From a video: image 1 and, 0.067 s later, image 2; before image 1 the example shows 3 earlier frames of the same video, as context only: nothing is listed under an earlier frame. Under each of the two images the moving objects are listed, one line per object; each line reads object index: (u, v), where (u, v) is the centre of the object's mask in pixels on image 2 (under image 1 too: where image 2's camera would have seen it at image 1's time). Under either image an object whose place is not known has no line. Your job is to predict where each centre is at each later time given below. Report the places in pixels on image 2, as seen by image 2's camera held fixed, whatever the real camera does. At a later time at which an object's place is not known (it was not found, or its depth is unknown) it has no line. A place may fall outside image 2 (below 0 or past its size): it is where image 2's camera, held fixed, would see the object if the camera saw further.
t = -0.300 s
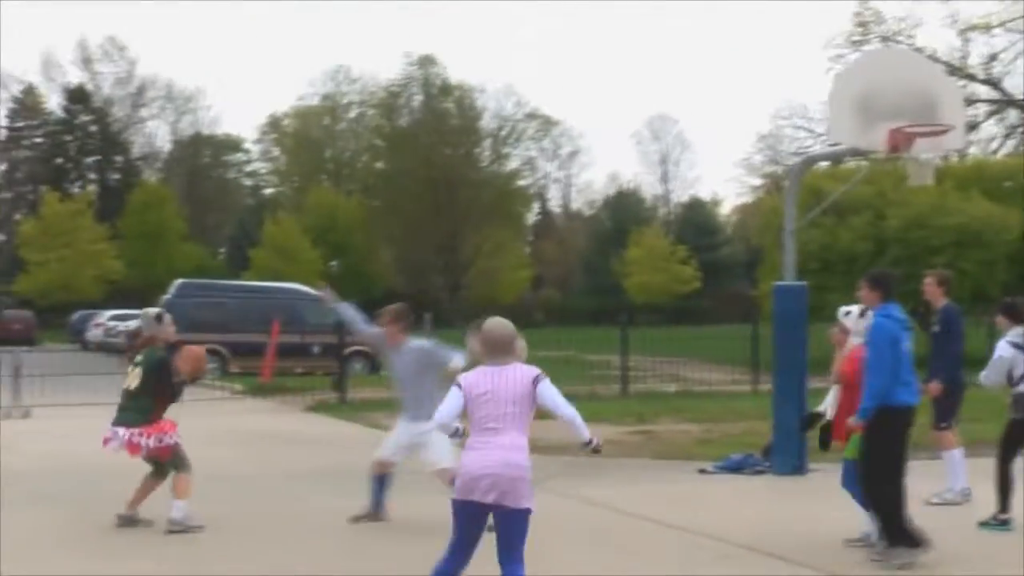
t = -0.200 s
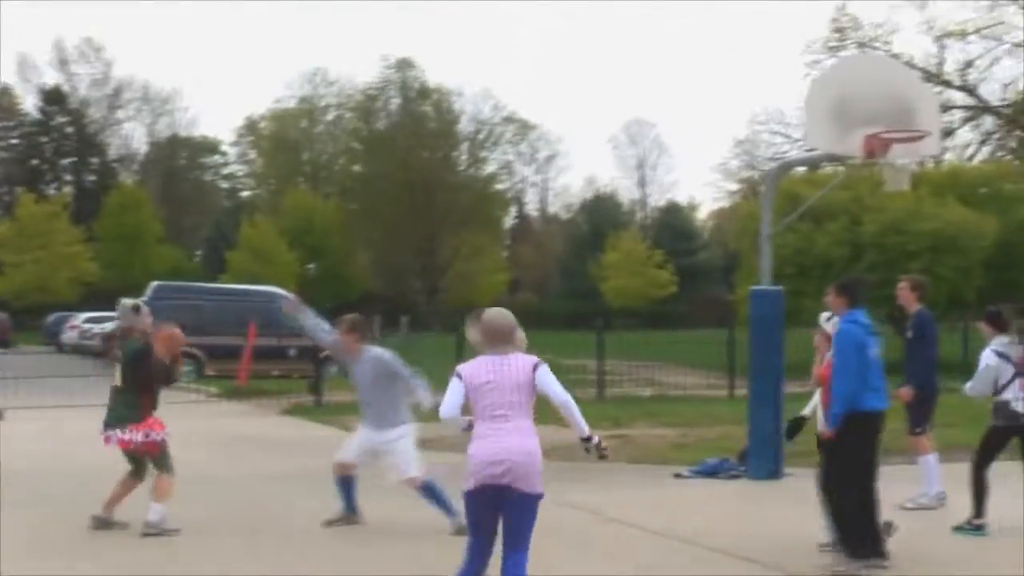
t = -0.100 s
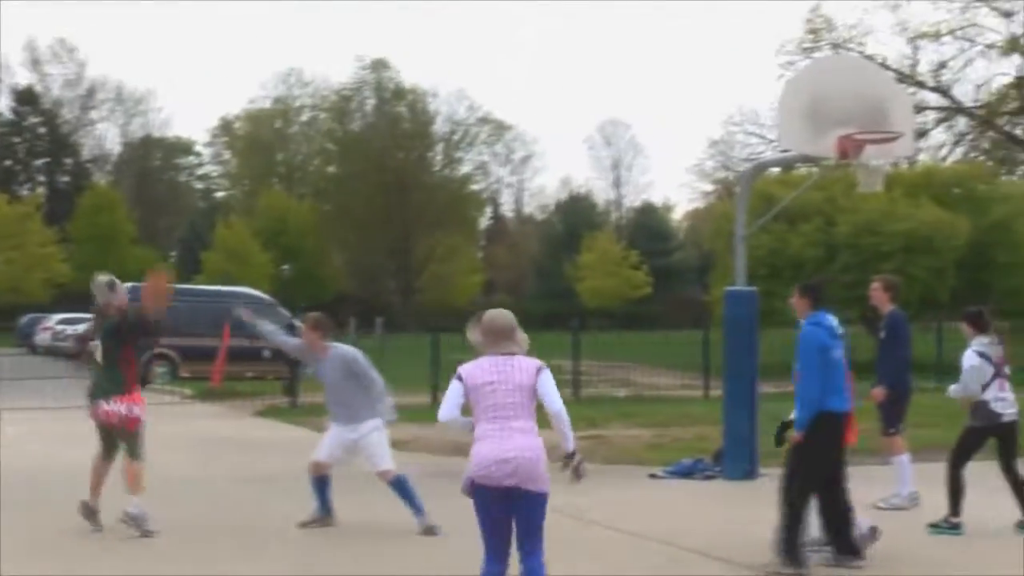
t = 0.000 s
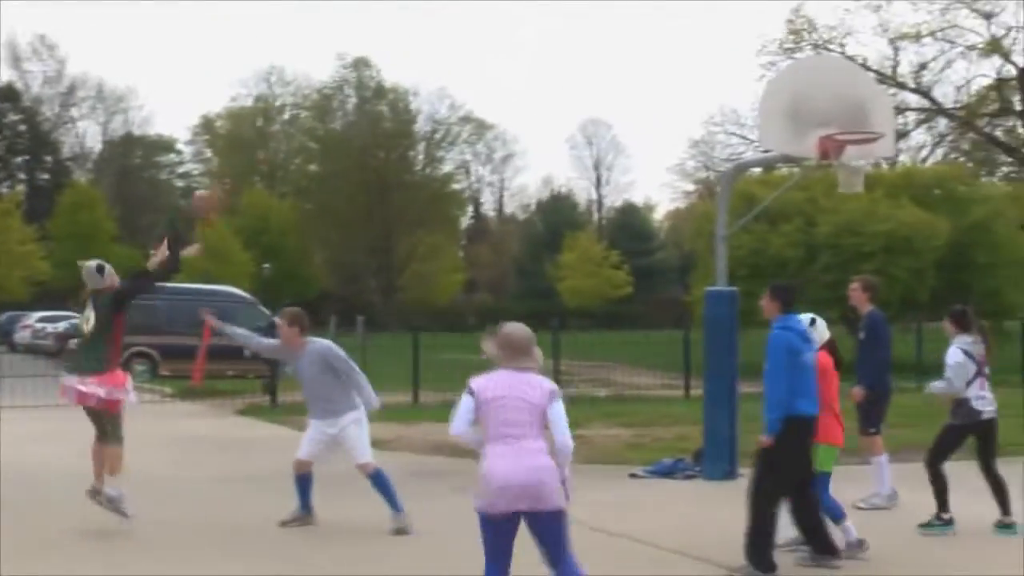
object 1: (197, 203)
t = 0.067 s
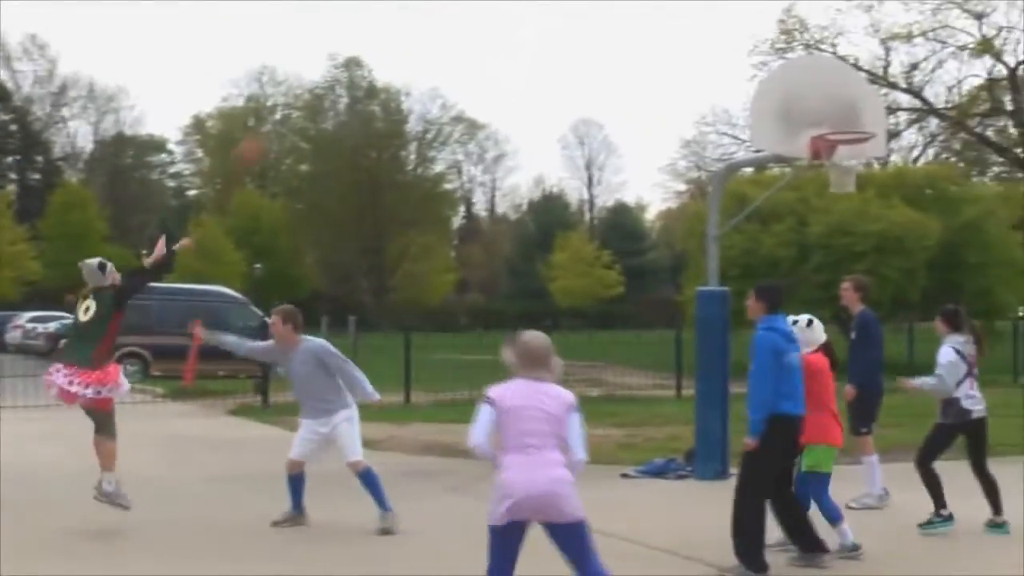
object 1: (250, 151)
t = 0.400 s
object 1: (483, 6)
